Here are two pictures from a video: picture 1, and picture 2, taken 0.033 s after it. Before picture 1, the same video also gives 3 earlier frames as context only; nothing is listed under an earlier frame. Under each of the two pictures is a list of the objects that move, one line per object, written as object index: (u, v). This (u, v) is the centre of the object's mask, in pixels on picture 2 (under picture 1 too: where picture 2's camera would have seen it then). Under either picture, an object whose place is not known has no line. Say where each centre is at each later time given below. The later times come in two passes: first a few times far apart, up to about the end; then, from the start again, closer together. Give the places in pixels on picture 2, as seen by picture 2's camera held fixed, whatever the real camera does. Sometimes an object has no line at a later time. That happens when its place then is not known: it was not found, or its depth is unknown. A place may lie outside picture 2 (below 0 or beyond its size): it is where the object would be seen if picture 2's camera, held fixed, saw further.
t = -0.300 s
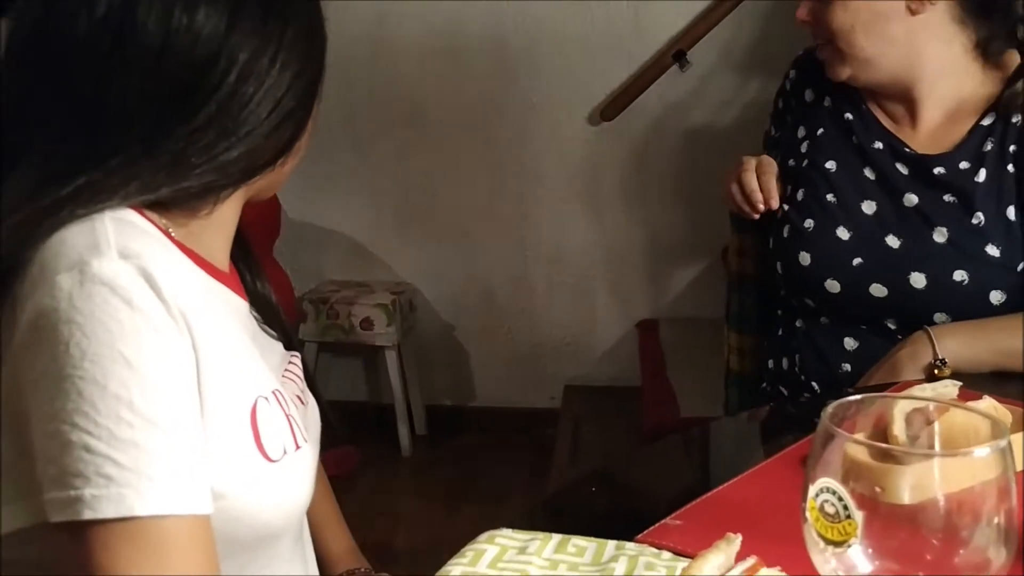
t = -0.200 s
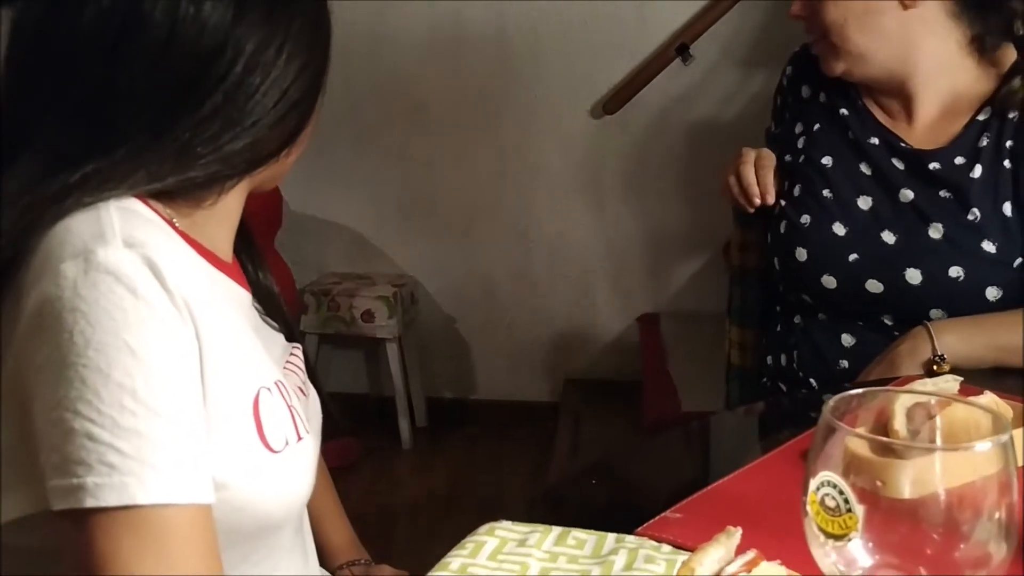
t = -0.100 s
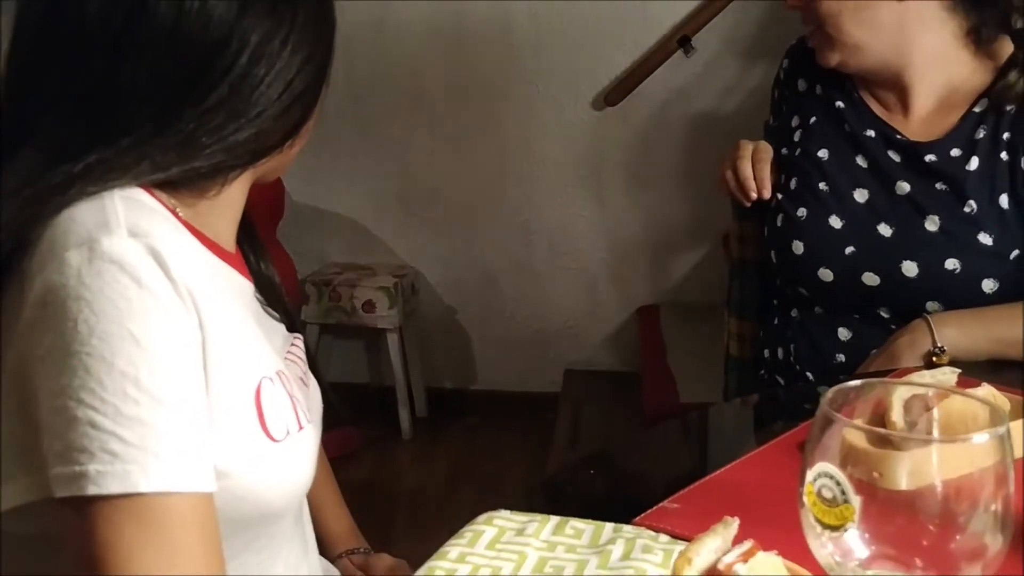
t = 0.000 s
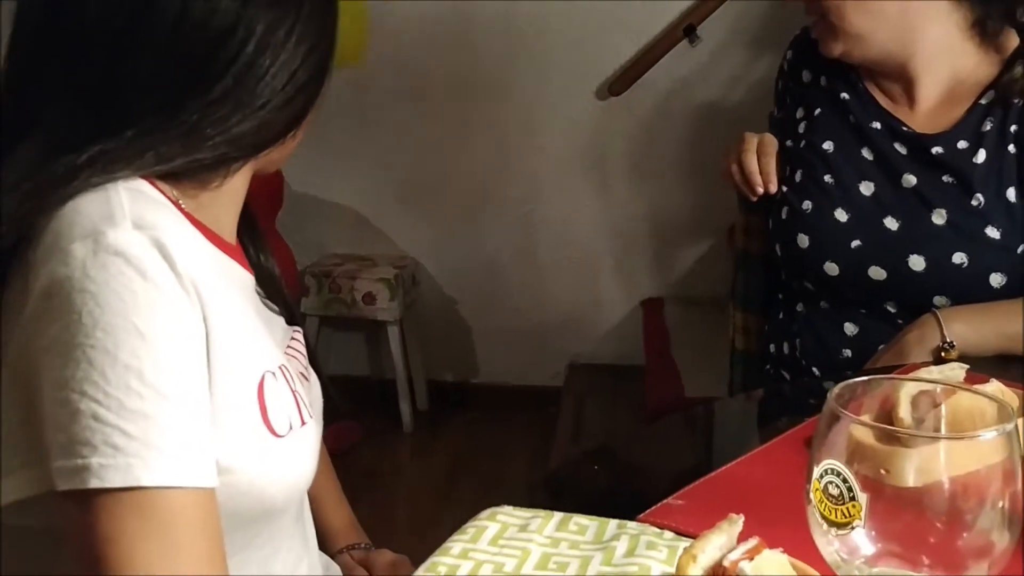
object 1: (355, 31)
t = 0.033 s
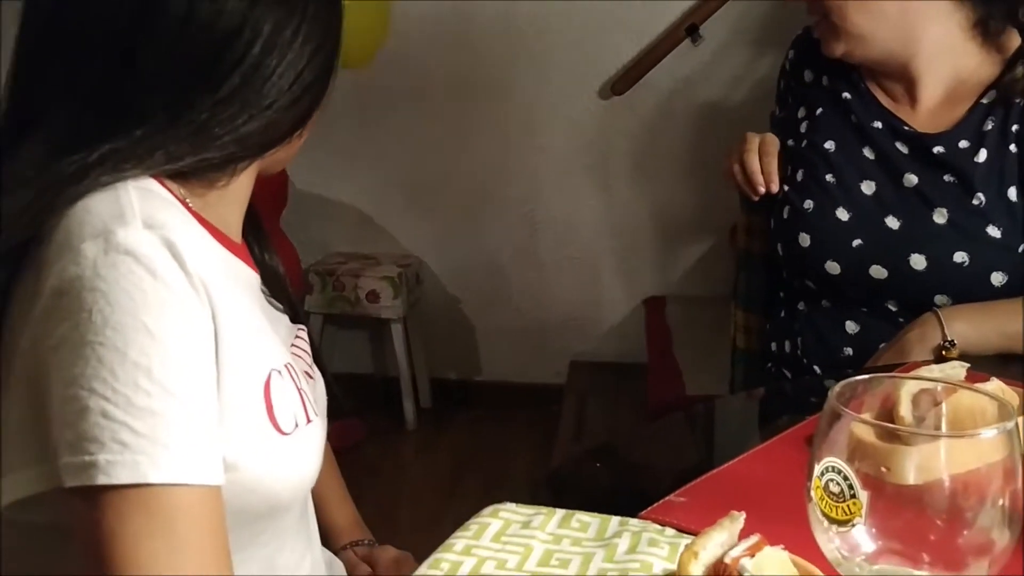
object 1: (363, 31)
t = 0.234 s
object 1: (431, 36)
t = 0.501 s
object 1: (520, 74)
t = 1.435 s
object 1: (472, 459)
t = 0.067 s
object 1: (373, 32)
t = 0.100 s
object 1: (382, 32)
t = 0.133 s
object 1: (391, 32)
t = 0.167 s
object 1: (401, 33)
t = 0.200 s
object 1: (415, 34)
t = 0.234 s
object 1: (431, 36)
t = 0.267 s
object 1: (444, 39)
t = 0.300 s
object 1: (458, 42)
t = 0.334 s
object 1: (470, 46)
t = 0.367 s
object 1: (481, 49)
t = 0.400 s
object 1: (491, 53)
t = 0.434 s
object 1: (502, 57)
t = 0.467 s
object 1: (512, 64)
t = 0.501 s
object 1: (520, 74)
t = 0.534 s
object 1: (530, 88)
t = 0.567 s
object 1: (541, 101)
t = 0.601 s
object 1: (550, 113)
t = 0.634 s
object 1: (557, 126)
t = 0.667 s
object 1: (564, 140)
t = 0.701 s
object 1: (570, 155)
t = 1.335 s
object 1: (512, 445)
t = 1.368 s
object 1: (497, 450)
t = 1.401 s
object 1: (485, 453)
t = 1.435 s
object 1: (472, 459)
